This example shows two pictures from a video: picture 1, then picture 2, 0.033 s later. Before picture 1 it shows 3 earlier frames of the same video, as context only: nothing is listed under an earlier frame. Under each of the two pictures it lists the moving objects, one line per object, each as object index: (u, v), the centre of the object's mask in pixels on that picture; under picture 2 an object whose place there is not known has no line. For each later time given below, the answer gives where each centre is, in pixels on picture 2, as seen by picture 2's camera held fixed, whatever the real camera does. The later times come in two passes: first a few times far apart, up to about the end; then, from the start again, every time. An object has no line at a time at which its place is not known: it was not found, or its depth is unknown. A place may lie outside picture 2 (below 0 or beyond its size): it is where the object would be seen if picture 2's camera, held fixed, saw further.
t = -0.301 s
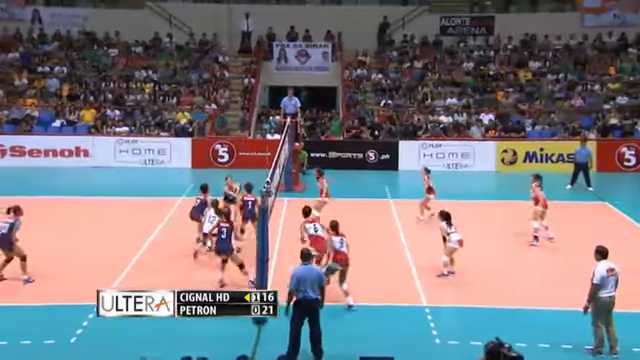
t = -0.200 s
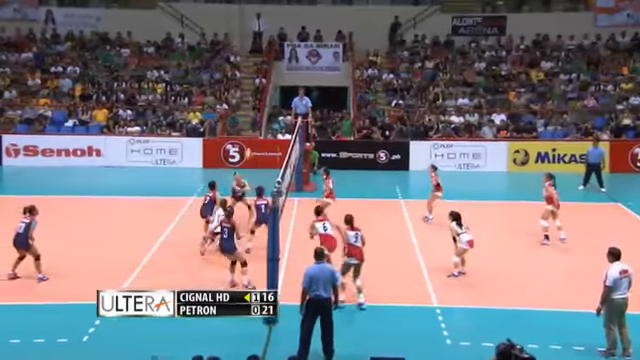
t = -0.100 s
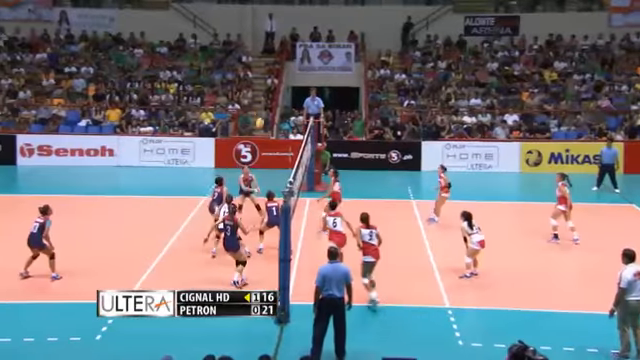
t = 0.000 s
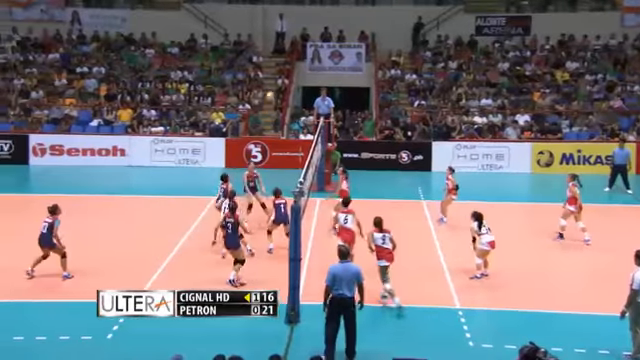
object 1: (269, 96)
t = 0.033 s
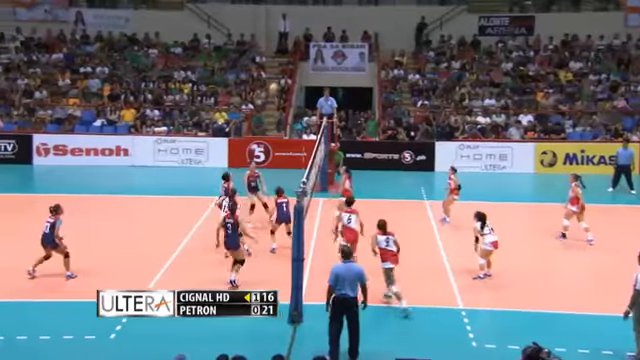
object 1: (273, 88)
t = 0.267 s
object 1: (271, 44)
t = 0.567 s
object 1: (272, 21)
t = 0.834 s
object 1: (273, 34)
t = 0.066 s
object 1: (273, 80)
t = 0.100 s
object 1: (271, 73)
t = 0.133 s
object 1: (272, 66)
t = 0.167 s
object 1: (272, 60)
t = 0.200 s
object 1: (272, 54)
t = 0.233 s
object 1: (271, 48)
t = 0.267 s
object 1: (271, 44)
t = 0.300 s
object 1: (272, 39)
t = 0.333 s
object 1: (272, 36)
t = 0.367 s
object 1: (272, 32)
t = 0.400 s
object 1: (272, 28)
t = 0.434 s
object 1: (272, 26)
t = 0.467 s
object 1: (272, 24)
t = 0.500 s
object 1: (272, 22)
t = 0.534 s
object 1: (272, 23)
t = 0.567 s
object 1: (272, 21)
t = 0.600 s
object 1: (272, 22)
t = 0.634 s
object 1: (272, 22)
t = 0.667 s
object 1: (272, 23)
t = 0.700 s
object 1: (272, 24)
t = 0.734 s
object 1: (272, 25)
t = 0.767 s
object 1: (272, 28)
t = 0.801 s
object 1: (272, 30)
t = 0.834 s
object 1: (273, 34)
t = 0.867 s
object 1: (273, 38)
